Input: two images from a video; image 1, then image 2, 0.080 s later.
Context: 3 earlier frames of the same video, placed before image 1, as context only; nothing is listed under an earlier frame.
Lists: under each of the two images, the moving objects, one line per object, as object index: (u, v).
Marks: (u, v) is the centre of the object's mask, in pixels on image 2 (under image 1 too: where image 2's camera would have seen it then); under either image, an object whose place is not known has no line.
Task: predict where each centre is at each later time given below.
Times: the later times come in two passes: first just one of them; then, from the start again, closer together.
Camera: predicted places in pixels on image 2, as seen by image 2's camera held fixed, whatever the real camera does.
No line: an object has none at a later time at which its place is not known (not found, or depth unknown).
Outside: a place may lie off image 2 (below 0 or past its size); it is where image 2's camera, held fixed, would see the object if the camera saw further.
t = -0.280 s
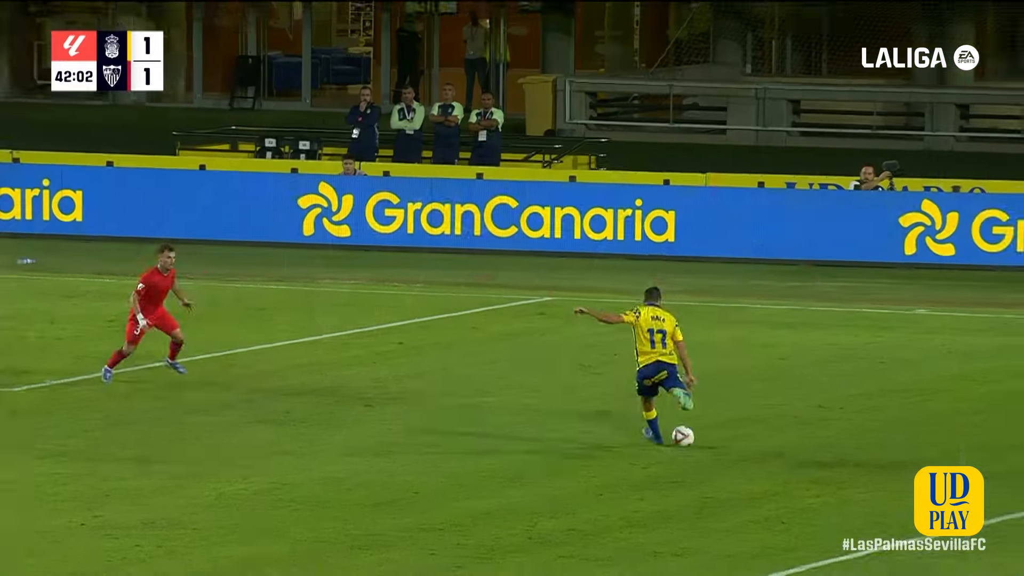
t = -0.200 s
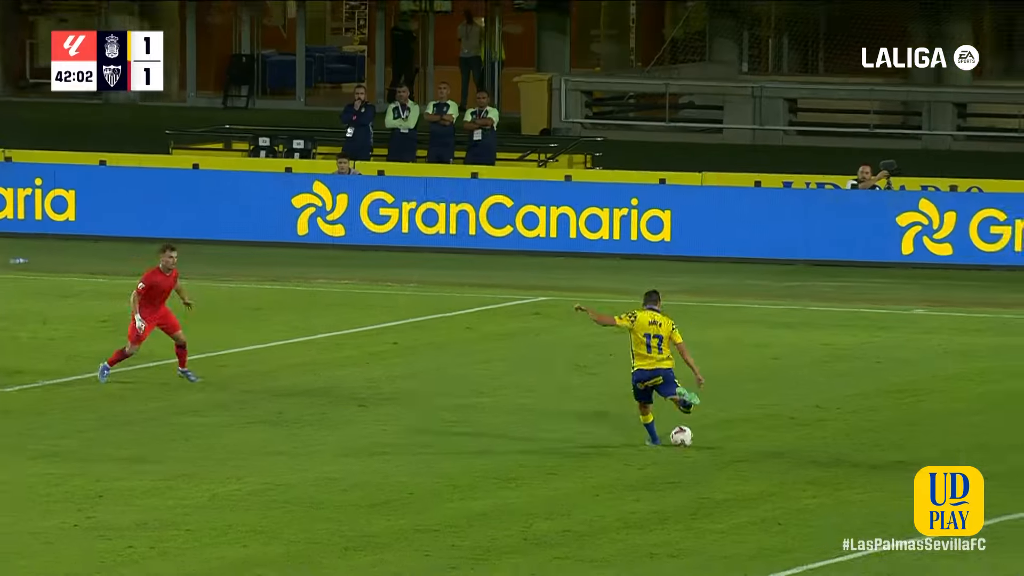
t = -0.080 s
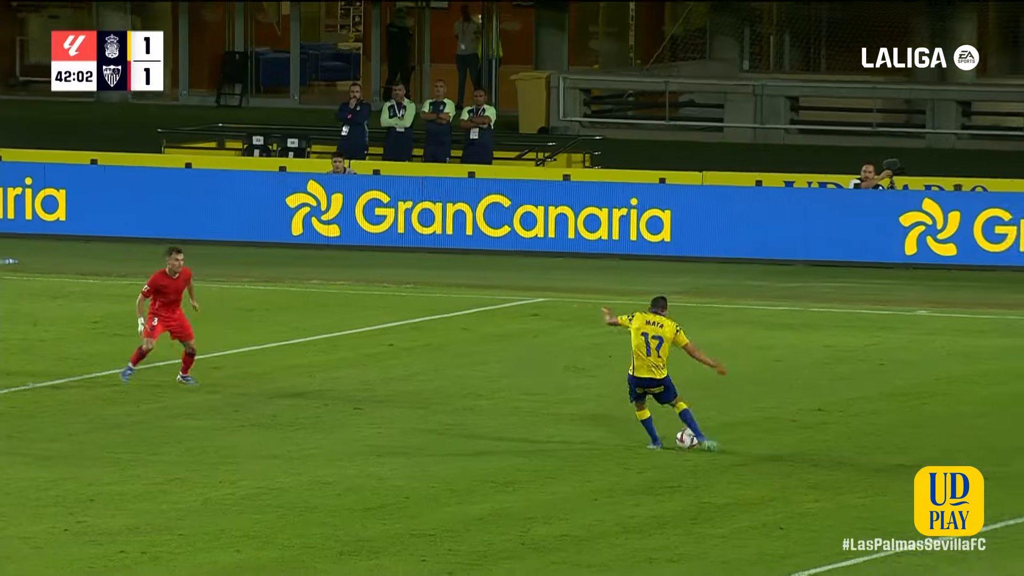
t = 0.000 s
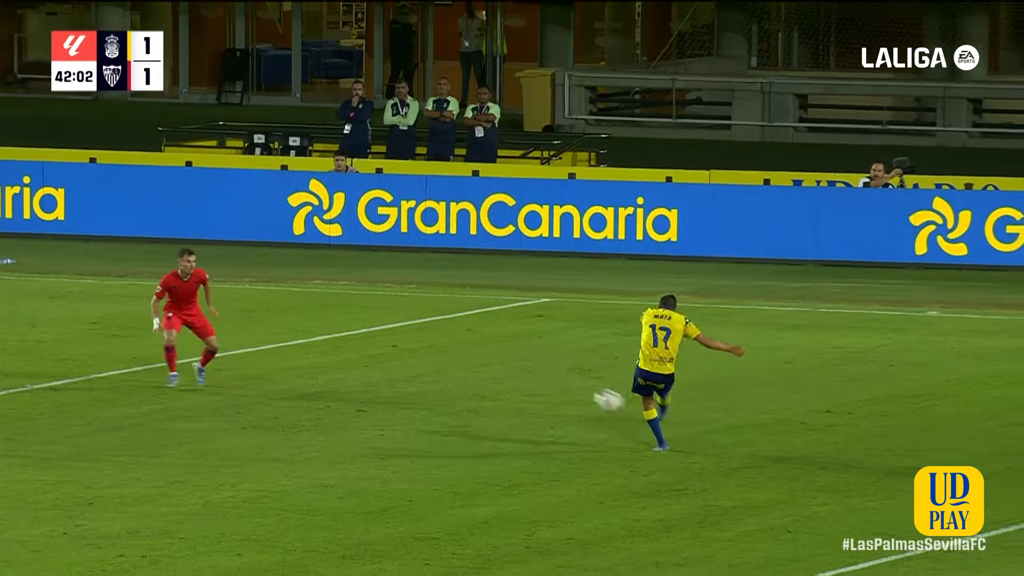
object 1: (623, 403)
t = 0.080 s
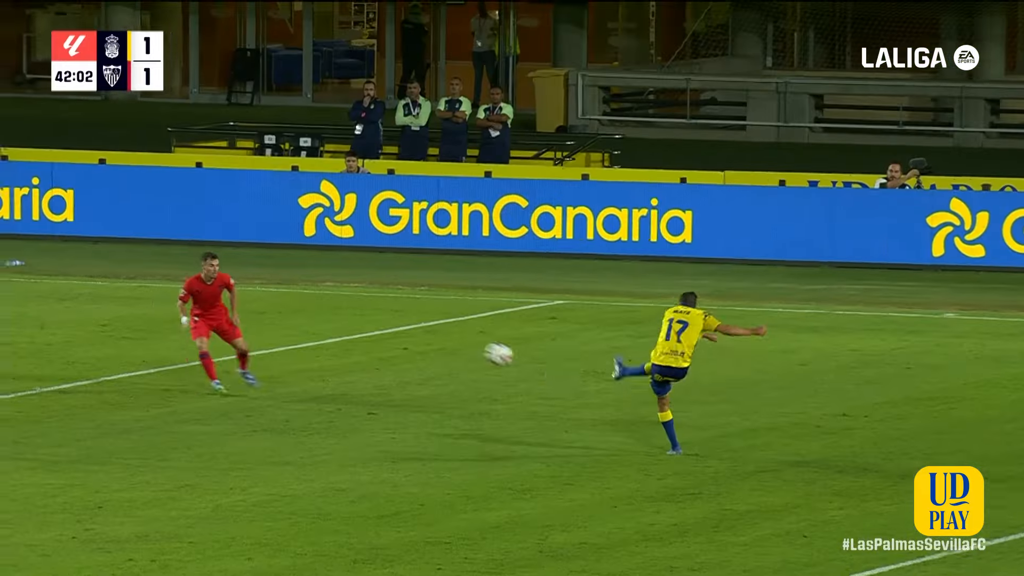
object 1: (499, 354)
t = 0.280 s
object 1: (138, 254)
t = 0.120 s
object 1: (426, 328)
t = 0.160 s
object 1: (353, 306)
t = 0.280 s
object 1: (138, 254)
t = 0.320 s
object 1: (65, 242)
